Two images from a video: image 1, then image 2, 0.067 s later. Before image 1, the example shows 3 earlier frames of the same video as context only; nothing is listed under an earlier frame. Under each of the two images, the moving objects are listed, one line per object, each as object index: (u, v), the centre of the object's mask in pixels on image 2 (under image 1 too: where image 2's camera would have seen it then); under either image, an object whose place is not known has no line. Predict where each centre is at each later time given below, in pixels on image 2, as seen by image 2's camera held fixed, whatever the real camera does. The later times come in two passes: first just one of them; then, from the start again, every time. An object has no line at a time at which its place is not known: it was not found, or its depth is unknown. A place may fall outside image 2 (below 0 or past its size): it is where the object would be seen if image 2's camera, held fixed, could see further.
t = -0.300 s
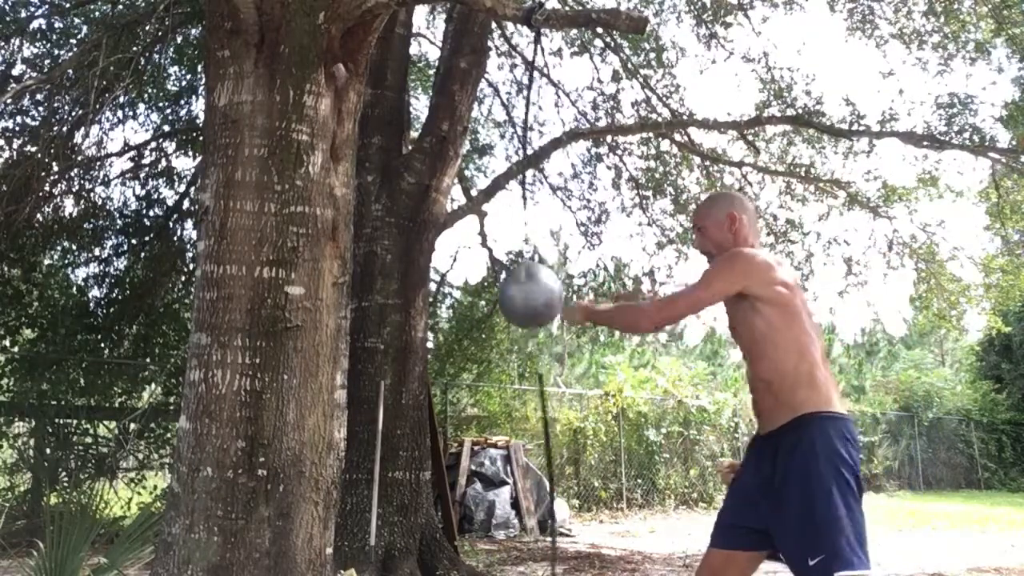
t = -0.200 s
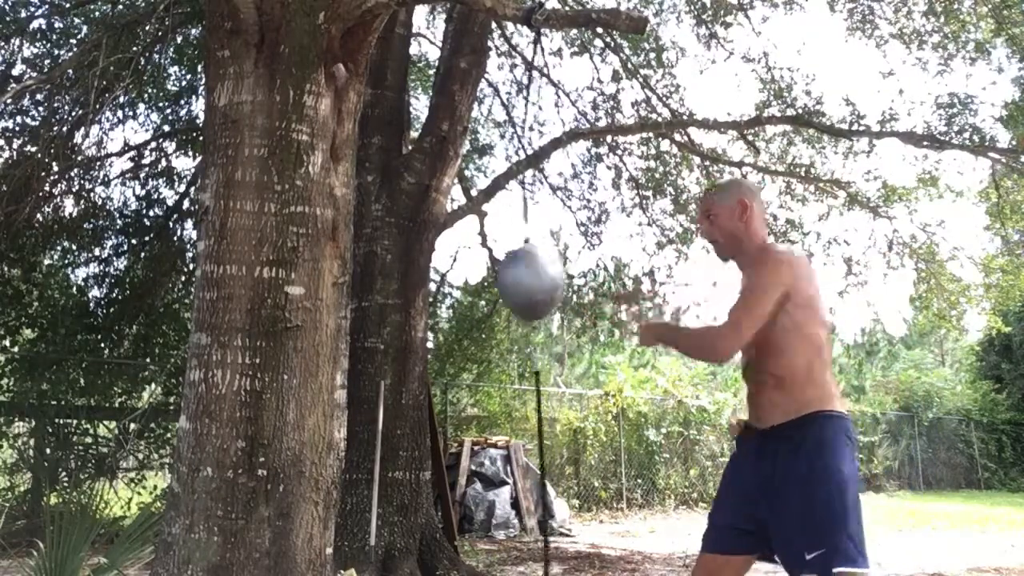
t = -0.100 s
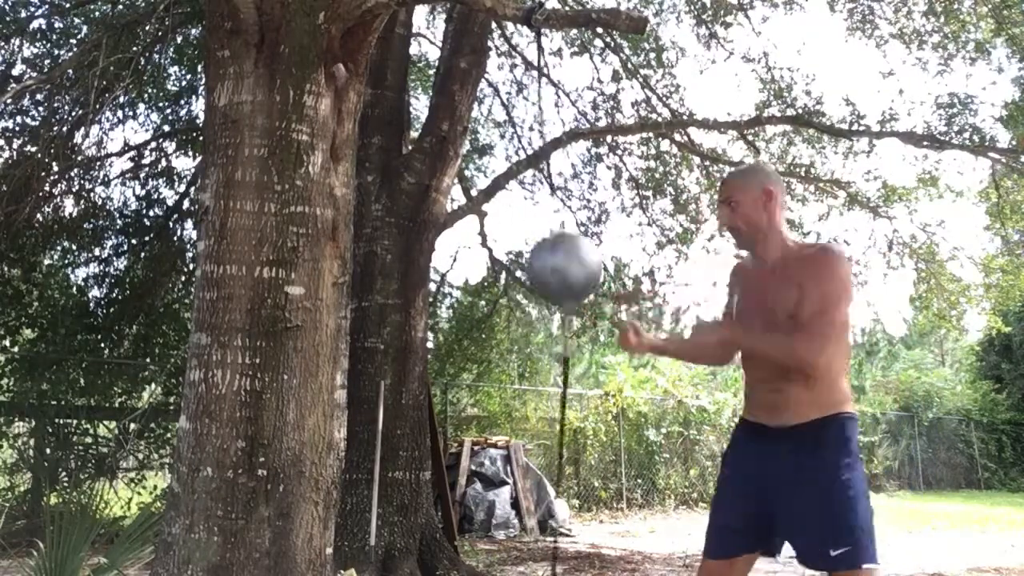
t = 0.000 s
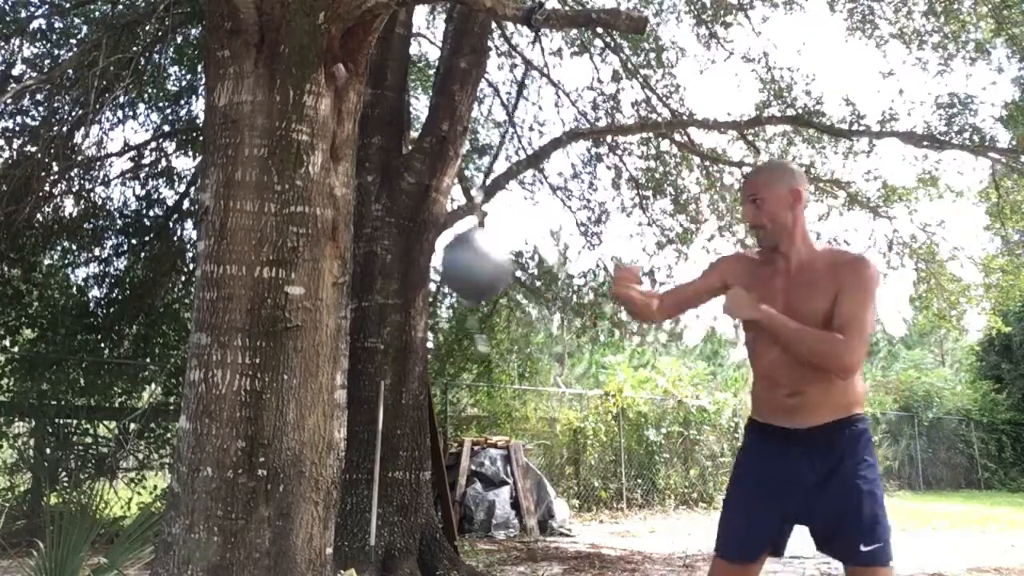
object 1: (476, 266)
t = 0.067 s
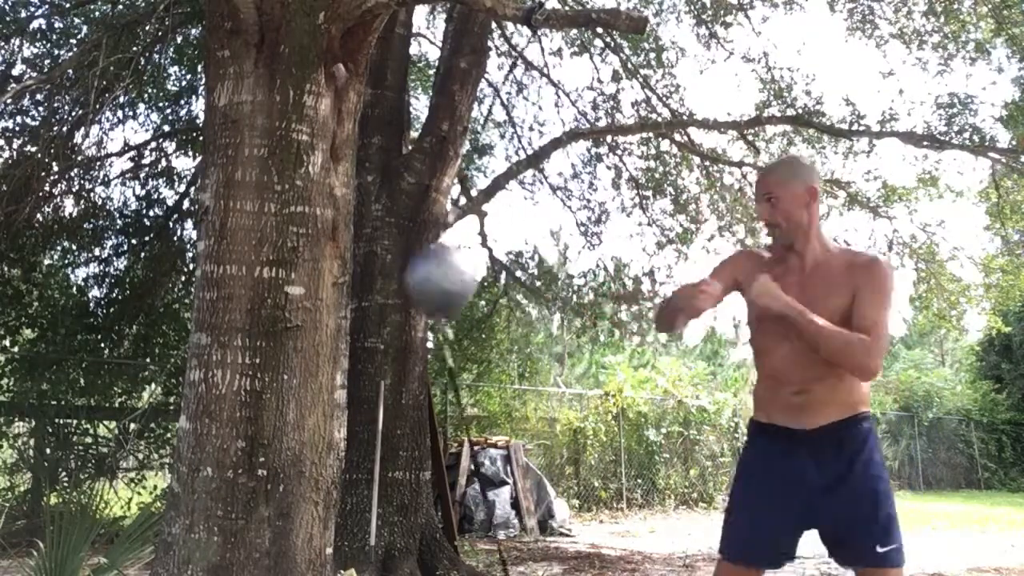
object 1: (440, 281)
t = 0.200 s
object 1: (625, 294)
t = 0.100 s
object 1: (478, 285)
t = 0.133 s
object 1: (533, 290)
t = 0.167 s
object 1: (583, 293)
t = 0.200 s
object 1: (625, 294)
